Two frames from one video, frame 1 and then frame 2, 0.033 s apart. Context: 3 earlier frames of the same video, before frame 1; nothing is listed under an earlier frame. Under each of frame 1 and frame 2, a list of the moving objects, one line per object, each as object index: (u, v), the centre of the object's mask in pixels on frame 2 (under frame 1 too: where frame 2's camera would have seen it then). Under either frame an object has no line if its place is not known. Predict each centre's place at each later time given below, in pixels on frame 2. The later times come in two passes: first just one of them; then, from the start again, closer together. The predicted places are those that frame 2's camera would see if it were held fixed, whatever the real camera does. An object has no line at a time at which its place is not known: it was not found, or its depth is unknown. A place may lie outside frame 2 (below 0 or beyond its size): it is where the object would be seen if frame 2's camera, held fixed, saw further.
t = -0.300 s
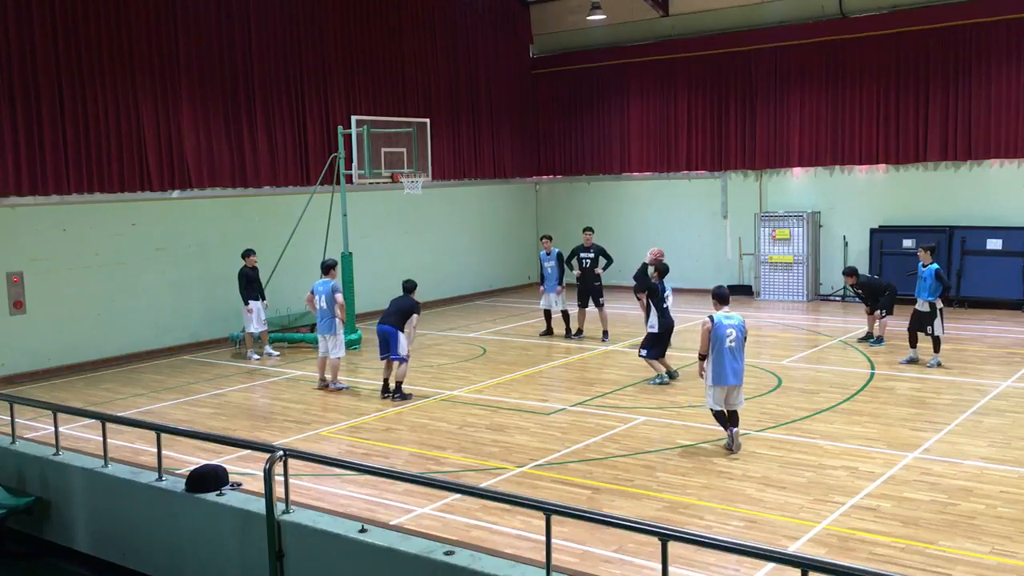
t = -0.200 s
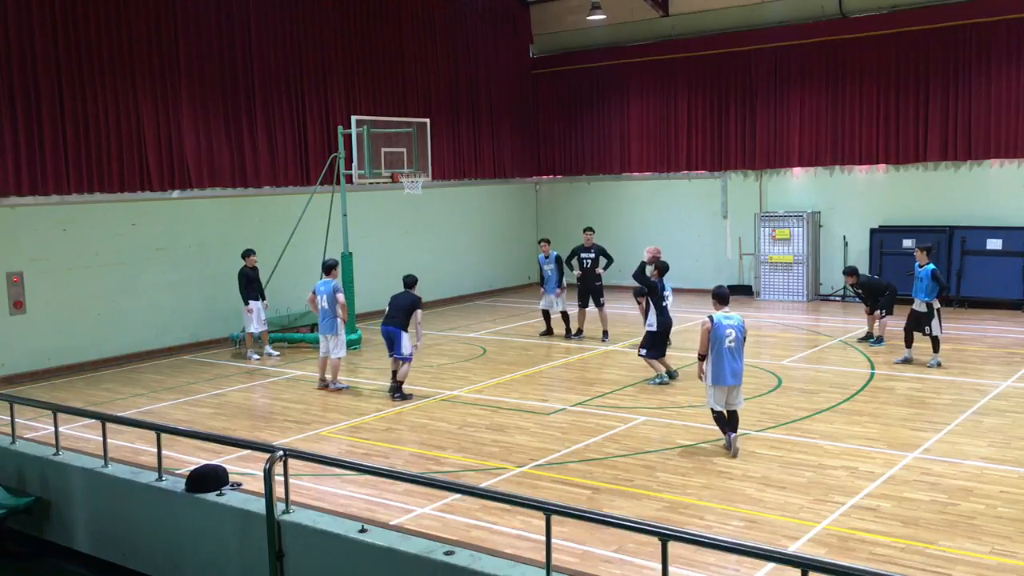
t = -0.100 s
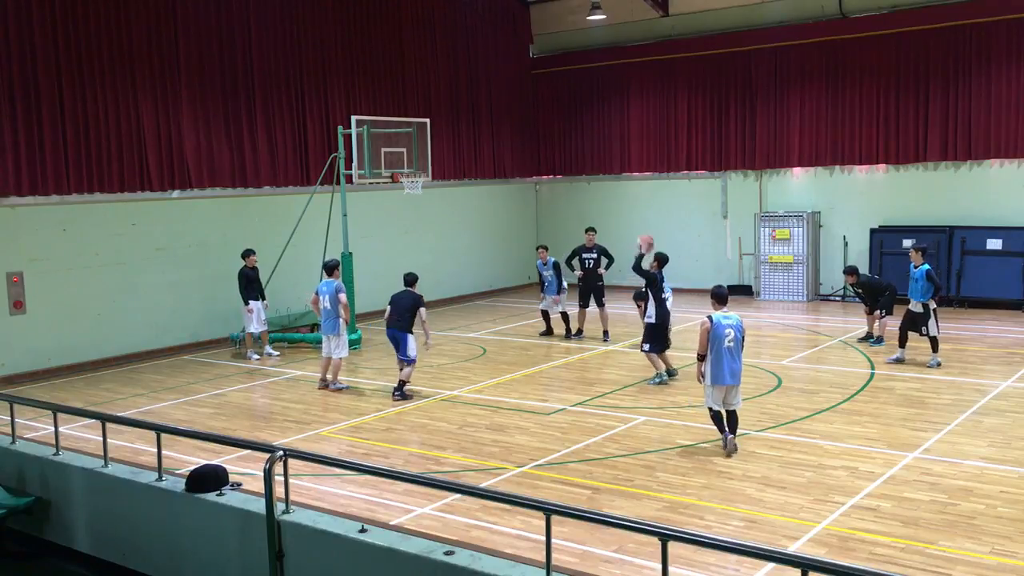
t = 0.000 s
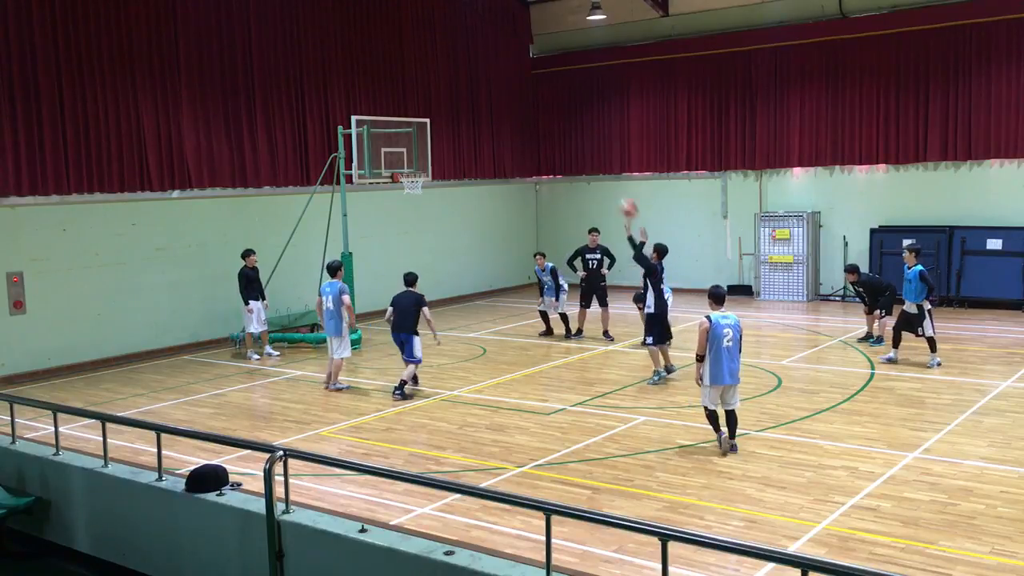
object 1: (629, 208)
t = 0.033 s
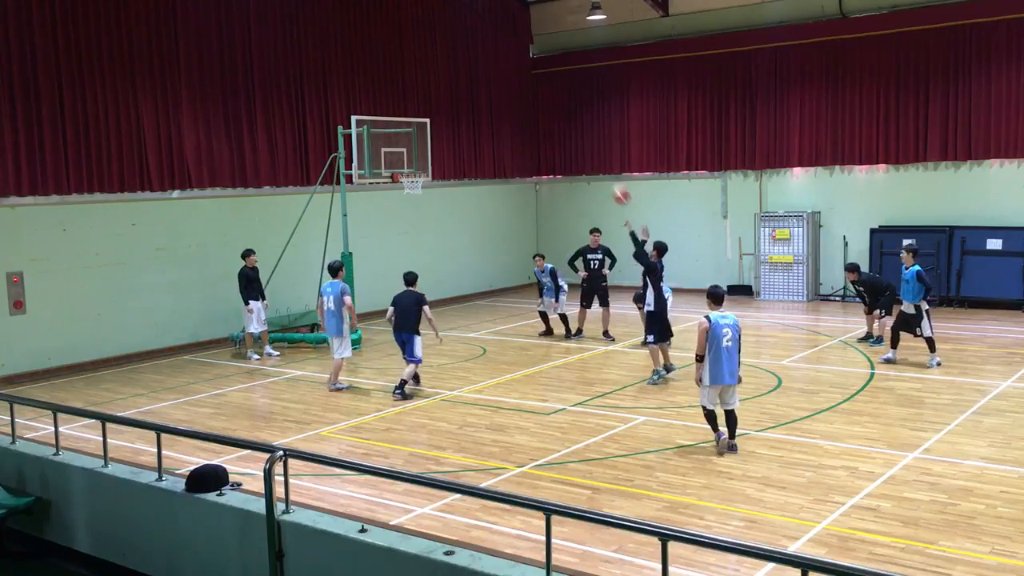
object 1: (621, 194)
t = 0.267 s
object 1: (569, 123)
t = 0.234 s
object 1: (576, 131)
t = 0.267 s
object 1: (569, 123)
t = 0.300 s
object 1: (562, 116)
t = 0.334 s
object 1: (554, 110)
